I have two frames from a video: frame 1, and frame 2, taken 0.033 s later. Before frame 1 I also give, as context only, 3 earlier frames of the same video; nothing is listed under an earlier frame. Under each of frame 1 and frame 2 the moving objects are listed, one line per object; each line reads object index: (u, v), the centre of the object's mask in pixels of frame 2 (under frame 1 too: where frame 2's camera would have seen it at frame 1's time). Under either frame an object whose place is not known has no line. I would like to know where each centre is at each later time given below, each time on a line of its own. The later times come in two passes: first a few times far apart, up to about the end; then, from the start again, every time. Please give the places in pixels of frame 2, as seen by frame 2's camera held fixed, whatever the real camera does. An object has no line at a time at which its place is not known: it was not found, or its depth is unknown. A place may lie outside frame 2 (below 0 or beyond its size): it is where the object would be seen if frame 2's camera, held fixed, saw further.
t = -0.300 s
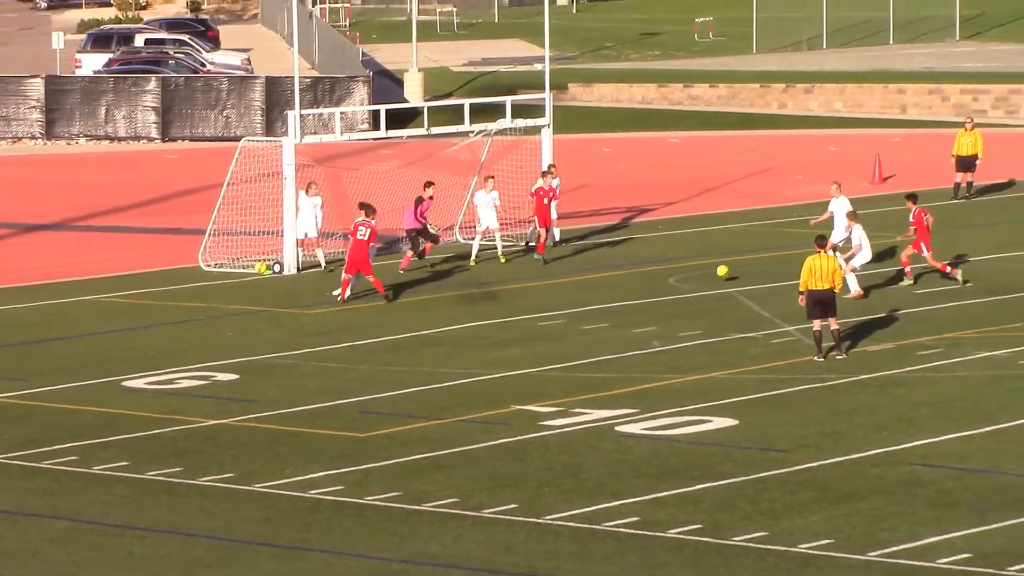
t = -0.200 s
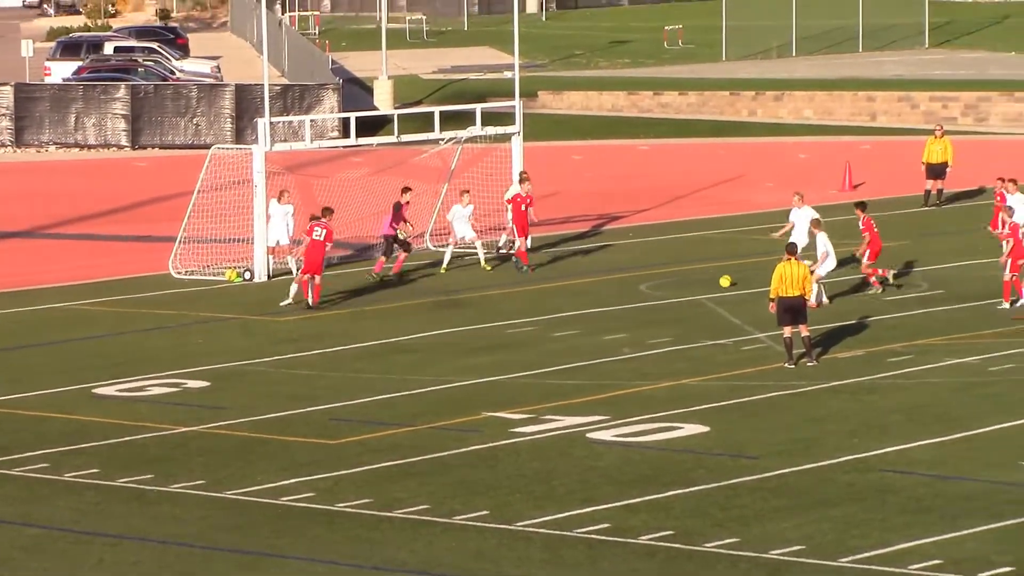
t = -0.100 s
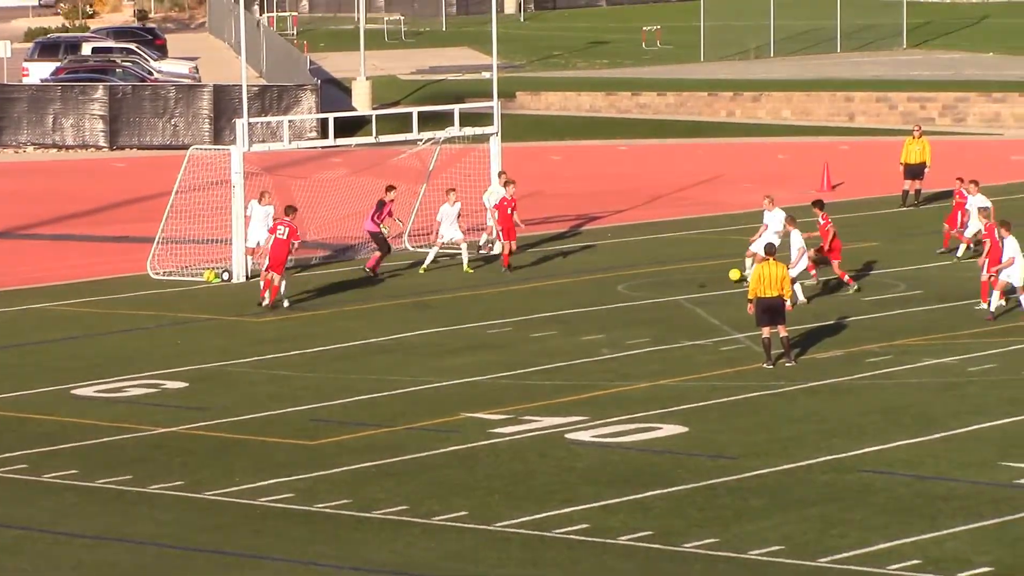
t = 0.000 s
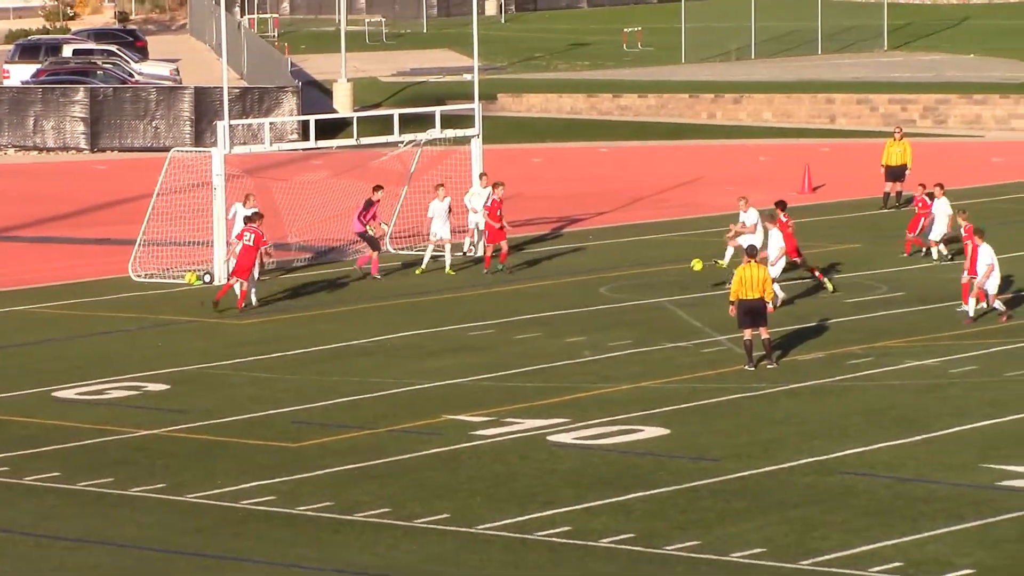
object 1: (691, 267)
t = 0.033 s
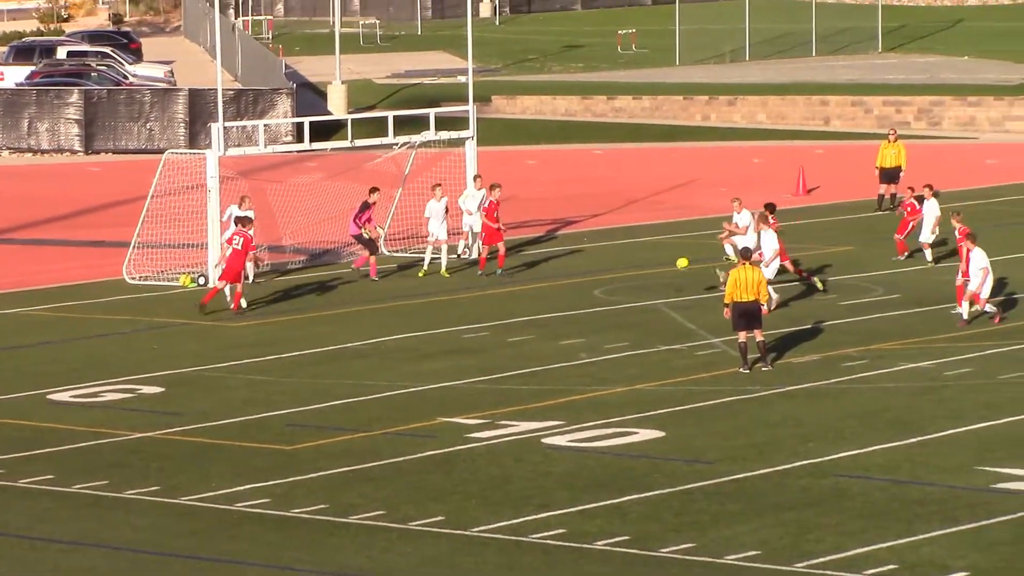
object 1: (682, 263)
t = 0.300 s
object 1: (617, 265)
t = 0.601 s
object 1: (558, 324)
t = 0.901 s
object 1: (523, 381)
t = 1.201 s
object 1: (502, 392)
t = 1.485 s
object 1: (487, 470)
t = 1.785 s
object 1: (472, 477)
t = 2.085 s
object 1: (460, 519)
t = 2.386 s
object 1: (452, 553)
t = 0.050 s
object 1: (678, 263)
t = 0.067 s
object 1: (673, 261)
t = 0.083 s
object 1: (669, 261)
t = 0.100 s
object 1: (664, 260)
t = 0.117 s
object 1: (660, 259)
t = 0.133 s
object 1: (656, 259)
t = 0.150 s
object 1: (652, 258)
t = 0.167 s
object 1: (648, 258)
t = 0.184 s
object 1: (644, 258)
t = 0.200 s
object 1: (640, 259)
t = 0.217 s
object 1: (636, 259)
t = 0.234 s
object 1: (632, 260)
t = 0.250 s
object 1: (628, 261)
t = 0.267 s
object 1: (625, 263)
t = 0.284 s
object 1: (621, 264)
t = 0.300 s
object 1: (617, 265)
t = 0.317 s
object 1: (613, 266)
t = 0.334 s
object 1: (610, 267)
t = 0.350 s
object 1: (607, 270)
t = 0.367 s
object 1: (603, 272)
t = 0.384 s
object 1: (599, 274)
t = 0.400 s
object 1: (596, 277)
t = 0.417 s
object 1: (593, 280)
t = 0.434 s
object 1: (589, 283)
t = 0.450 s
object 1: (586, 286)
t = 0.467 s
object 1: (583, 289)
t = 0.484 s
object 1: (580, 293)
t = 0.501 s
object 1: (577, 297)
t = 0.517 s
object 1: (574, 301)
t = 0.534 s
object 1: (571, 305)
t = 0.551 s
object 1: (568, 310)
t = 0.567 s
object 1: (565, 314)
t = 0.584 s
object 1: (562, 319)
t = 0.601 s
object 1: (558, 324)
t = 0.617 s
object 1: (557, 330)
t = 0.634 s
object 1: (554, 335)
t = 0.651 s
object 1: (551, 341)
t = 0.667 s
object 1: (548, 347)
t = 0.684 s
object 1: (546, 354)
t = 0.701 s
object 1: (543, 360)
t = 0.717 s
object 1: (541, 367)
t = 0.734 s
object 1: (539, 374)
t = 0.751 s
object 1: (536, 382)
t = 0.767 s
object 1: (534, 389)
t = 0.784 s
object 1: (532, 396)
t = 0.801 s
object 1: (531, 394)
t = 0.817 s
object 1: (529, 392)
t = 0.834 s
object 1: (528, 389)
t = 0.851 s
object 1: (527, 387)
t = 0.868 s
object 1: (525, 385)
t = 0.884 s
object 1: (524, 383)
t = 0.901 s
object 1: (523, 381)
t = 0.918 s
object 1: (521, 380)
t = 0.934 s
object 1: (521, 379)
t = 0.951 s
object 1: (519, 378)
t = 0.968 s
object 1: (518, 377)
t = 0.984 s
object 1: (517, 377)
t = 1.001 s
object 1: (515, 376)
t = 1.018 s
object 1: (515, 377)
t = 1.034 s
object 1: (513, 377)
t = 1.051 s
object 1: (512, 377)
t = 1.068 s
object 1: (511, 377)
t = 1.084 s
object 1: (510, 378)
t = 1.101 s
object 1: (509, 379)
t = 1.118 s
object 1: (507, 380)
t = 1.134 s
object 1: (507, 383)
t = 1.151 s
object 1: (505, 385)
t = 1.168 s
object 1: (504, 387)
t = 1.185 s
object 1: (504, 389)
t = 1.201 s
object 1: (502, 392)
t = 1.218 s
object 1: (502, 395)
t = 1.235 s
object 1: (501, 397)
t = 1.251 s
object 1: (500, 401)
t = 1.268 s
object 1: (499, 405)
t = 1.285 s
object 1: (498, 408)
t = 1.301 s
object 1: (496, 413)
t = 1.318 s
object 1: (496, 417)
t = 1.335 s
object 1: (495, 422)
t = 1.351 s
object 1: (494, 427)
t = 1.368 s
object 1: (493, 432)
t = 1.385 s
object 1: (492, 438)
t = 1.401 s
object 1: (491, 443)
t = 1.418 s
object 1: (490, 449)
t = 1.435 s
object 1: (490, 455)
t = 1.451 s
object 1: (489, 462)
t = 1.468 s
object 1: (488, 468)
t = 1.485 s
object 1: (487, 470)
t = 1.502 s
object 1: (487, 469)
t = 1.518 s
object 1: (486, 467)
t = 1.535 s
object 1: (485, 466)
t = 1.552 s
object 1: (484, 465)
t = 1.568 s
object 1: (483, 464)
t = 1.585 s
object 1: (482, 464)
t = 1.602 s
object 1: (481, 463)
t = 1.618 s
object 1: (480, 464)
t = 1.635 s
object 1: (479, 464)
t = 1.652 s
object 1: (478, 464)
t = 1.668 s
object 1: (478, 465)
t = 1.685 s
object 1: (477, 466)
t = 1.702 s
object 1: (475, 467)
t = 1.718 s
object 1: (475, 469)
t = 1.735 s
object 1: (475, 470)
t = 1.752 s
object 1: (474, 472)
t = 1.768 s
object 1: (472, 475)
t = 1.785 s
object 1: (472, 477)
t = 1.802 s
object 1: (471, 480)
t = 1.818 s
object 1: (470, 483)
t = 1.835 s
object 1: (469, 486)
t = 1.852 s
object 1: (468, 490)
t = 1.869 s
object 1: (468, 494)
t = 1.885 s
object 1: (467, 498)
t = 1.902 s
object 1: (466, 503)
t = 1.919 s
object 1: (465, 507)
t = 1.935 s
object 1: (465, 512)
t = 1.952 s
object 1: (464, 517)
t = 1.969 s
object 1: (463, 518)
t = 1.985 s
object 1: (463, 517)
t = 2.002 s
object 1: (462, 517)
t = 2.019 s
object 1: (462, 517)
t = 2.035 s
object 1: (461, 517)
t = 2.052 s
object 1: (461, 517)
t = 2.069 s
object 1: (461, 518)
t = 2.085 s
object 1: (460, 519)
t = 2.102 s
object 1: (460, 520)
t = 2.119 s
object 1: (459, 521)
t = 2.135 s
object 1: (459, 523)
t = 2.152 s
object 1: (459, 525)
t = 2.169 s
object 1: (459, 527)
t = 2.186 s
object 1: (458, 530)
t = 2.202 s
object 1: (457, 533)
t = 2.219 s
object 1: (457, 536)
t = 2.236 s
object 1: (457, 539)
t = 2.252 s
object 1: (456, 543)
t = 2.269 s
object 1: (456, 547)
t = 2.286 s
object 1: (456, 551)
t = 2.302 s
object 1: (455, 552)
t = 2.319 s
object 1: (455, 552)
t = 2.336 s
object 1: (454, 552)
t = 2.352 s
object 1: (454, 552)
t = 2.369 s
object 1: (453, 553)
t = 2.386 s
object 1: (452, 553)
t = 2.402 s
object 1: (452, 555)
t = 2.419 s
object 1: (452, 556)
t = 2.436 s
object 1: (451, 558)
